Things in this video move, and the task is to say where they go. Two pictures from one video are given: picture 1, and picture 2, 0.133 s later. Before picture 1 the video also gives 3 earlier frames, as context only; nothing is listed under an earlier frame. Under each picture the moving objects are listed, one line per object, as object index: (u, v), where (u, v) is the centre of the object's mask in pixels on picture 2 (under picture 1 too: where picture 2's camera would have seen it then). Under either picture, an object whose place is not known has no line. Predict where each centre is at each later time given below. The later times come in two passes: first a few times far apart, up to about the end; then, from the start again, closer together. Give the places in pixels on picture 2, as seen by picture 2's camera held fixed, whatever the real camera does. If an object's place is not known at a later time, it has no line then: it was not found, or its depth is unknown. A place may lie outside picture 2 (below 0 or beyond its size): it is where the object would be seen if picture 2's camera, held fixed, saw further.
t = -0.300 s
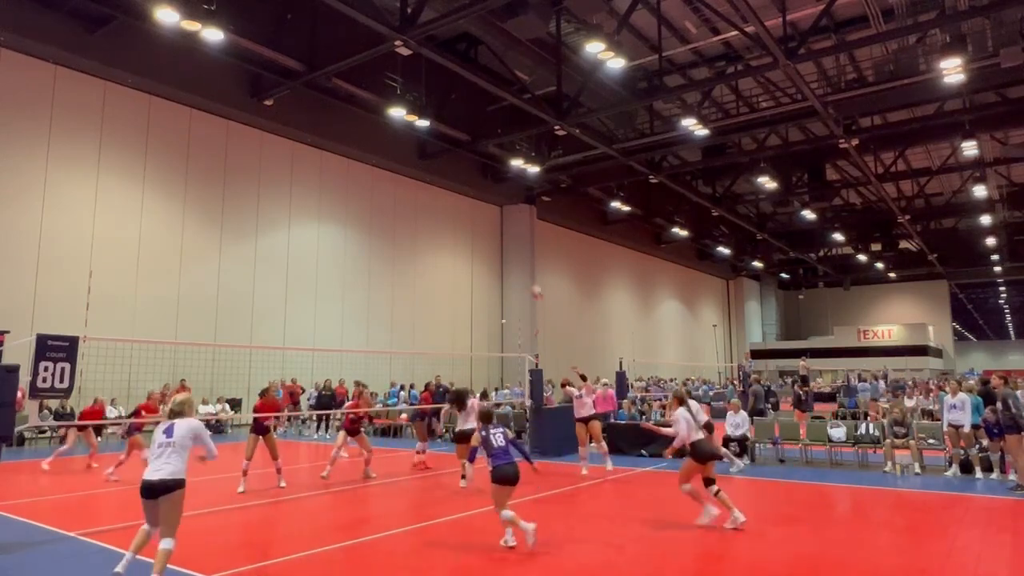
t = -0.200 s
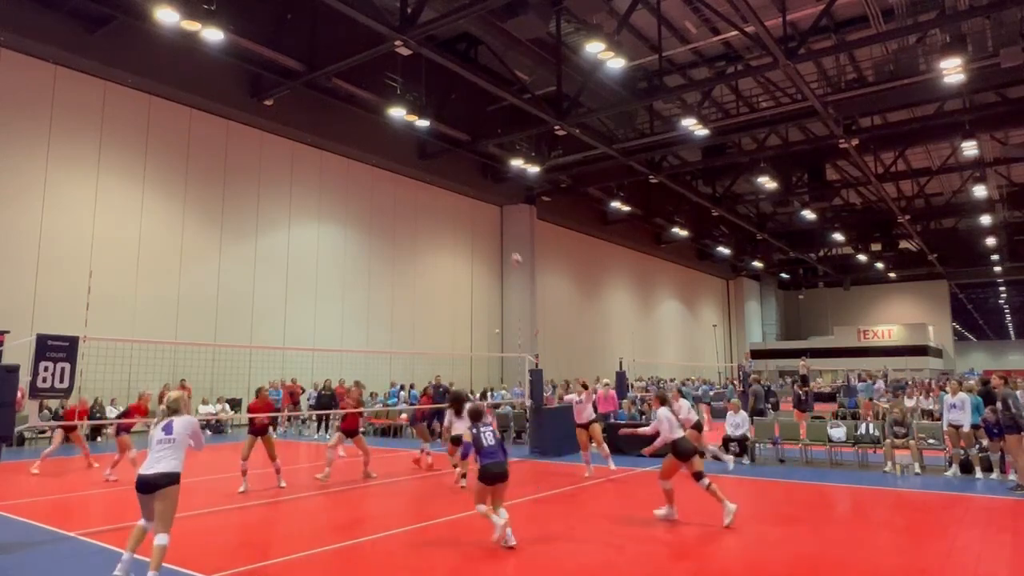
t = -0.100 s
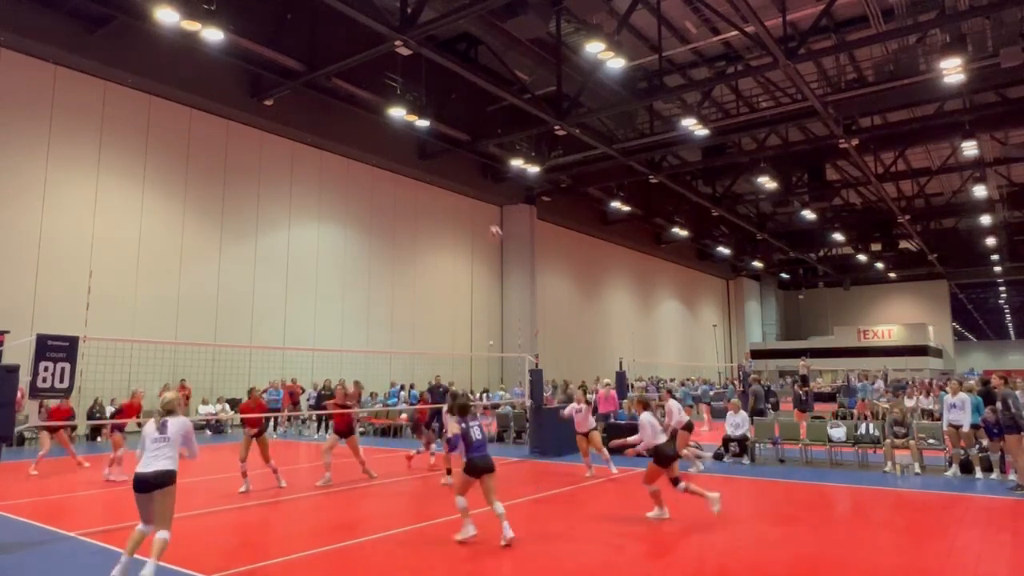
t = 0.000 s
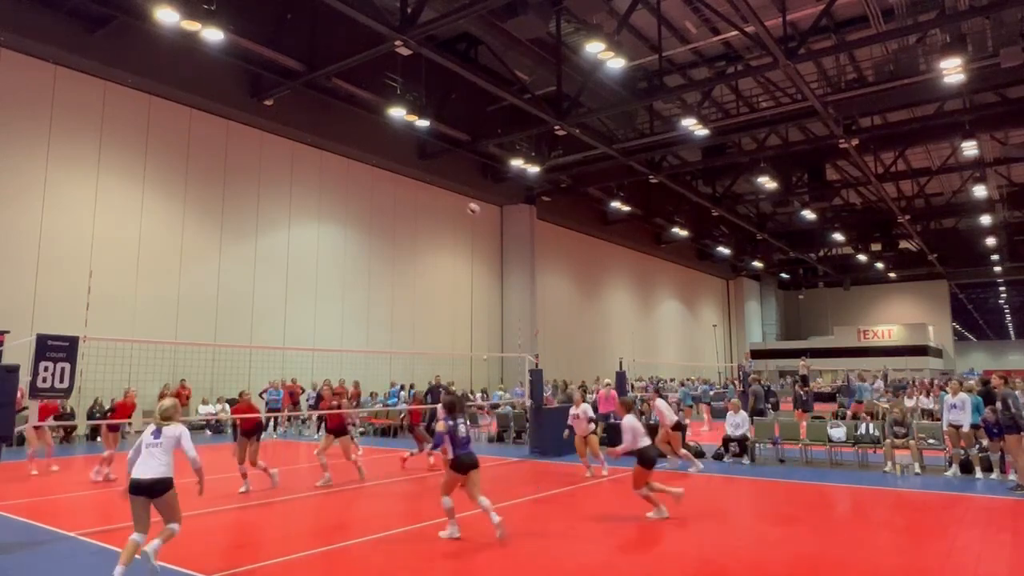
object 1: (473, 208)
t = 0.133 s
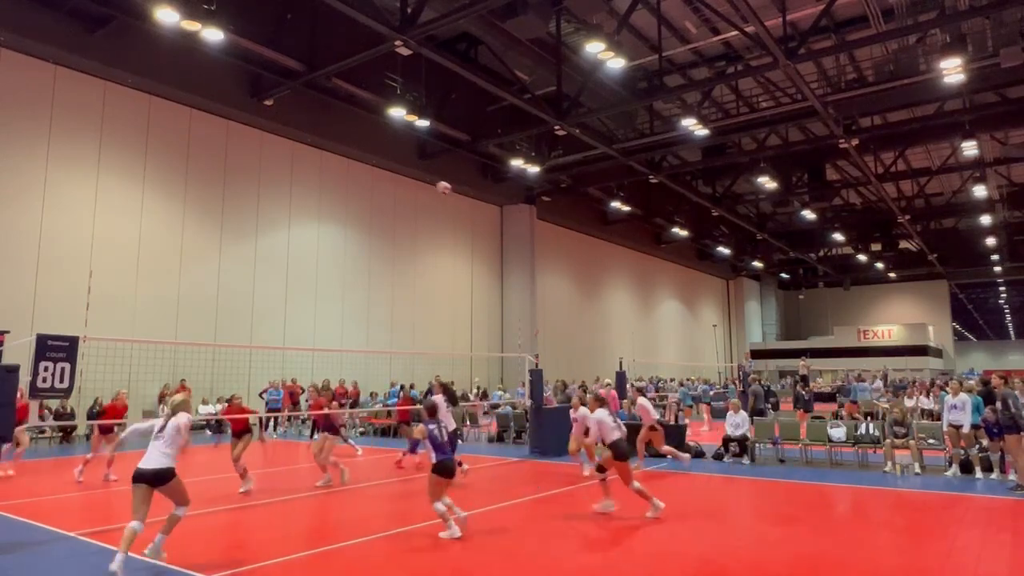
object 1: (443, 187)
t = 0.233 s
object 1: (420, 178)
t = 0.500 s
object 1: (353, 182)
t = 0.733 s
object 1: (287, 230)
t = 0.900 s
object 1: (235, 293)
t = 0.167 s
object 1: (436, 183)
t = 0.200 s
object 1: (428, 180)
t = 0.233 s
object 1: (420, 178)
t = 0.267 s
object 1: (412, 176)
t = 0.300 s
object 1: (404, 174)
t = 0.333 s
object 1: (396, 173)
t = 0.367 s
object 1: (388, 173)
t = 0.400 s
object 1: (379, 173)
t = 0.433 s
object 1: (371, 176)
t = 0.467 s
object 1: (361, 179)
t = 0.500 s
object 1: (353, 182)
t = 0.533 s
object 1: (343, 186)
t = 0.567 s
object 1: (334, 191)
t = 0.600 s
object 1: (325, 197)
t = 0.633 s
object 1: (315, 205)
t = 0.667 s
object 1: (306, 211)
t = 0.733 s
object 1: (287, 230)
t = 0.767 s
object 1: (276, 241)
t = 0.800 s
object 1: (266, 253)
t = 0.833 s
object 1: (256, 265)
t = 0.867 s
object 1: (246, 278)
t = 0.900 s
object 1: (235, 293)
